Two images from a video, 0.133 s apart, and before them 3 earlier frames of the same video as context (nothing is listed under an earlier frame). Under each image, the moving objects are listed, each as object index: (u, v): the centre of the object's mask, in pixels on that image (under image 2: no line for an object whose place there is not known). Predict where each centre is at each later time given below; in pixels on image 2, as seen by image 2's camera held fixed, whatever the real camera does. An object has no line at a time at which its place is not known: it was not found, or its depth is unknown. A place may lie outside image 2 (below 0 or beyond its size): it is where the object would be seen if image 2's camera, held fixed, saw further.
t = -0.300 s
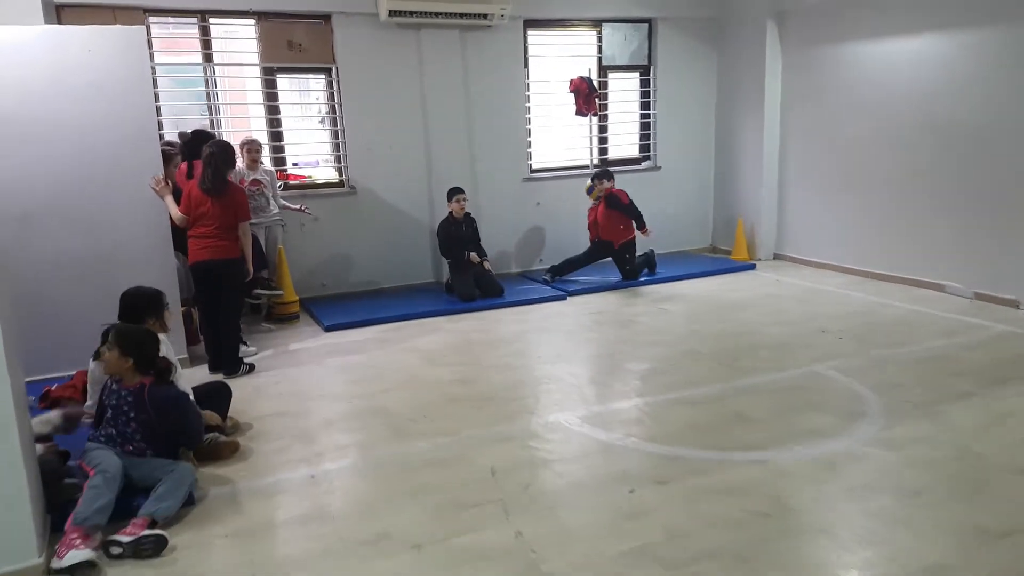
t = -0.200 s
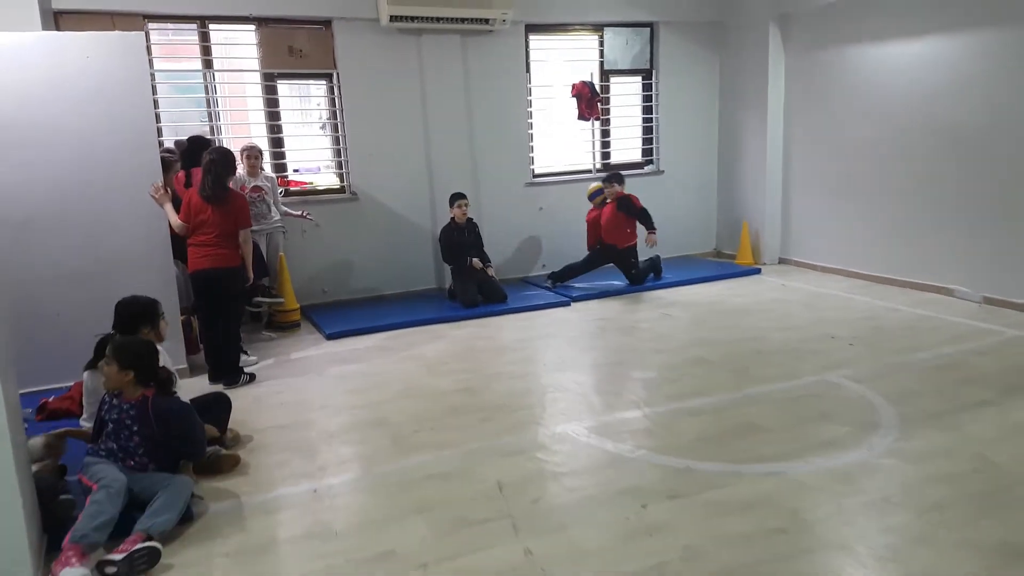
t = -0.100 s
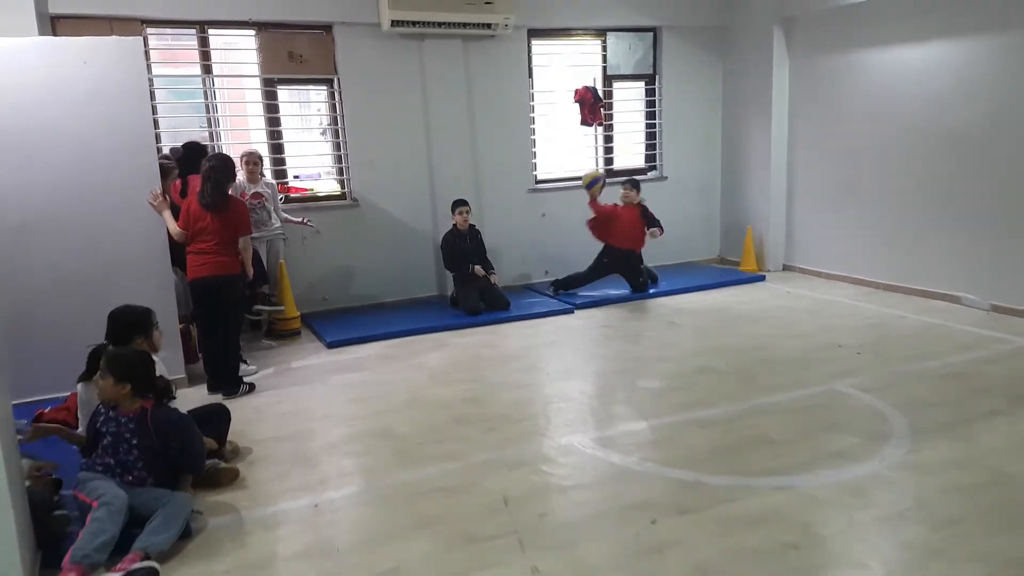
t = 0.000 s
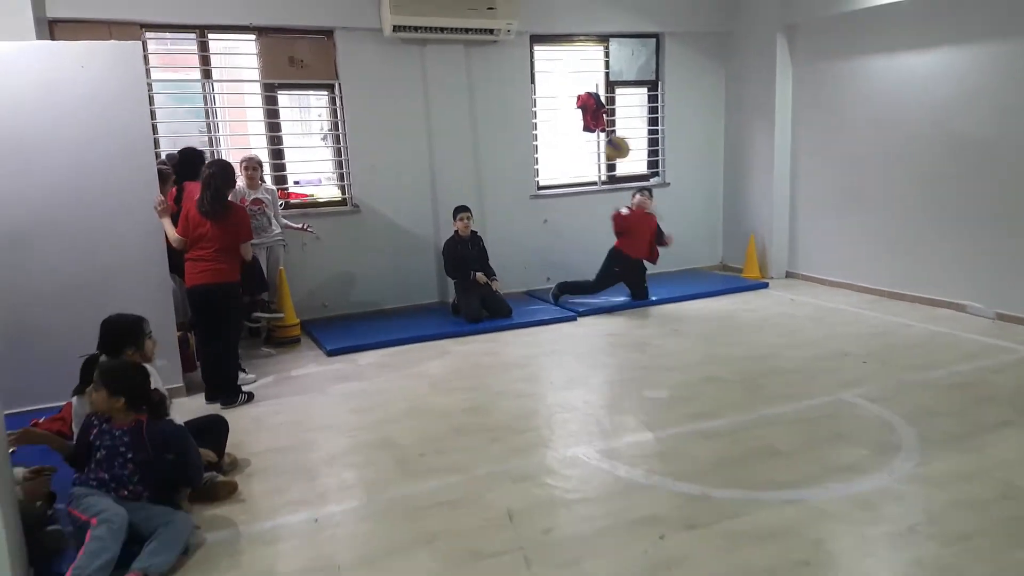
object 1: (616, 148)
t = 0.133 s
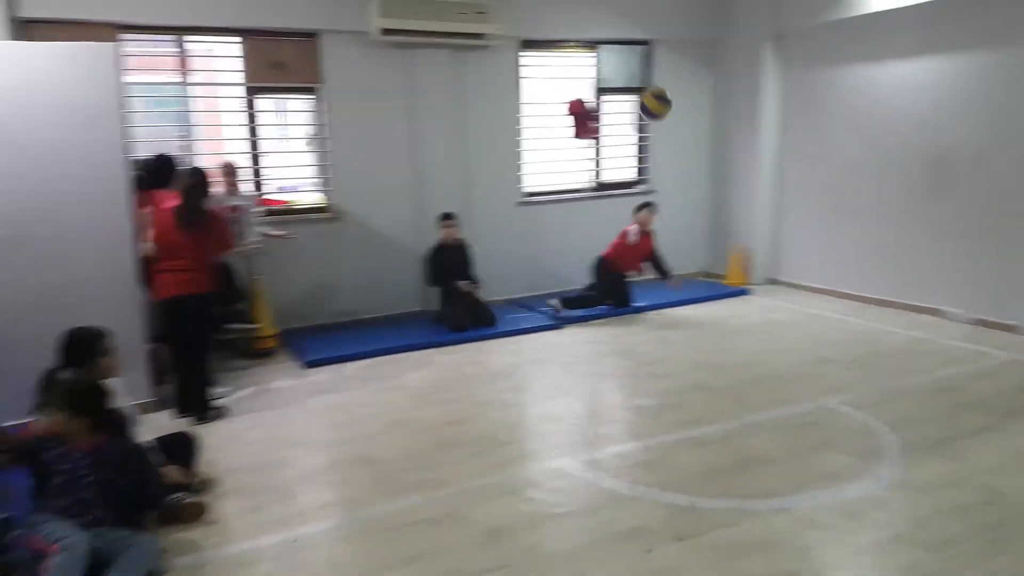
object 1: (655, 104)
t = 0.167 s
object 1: (672, 92)
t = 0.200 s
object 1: (690, 82)
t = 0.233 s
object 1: (711, 72)
